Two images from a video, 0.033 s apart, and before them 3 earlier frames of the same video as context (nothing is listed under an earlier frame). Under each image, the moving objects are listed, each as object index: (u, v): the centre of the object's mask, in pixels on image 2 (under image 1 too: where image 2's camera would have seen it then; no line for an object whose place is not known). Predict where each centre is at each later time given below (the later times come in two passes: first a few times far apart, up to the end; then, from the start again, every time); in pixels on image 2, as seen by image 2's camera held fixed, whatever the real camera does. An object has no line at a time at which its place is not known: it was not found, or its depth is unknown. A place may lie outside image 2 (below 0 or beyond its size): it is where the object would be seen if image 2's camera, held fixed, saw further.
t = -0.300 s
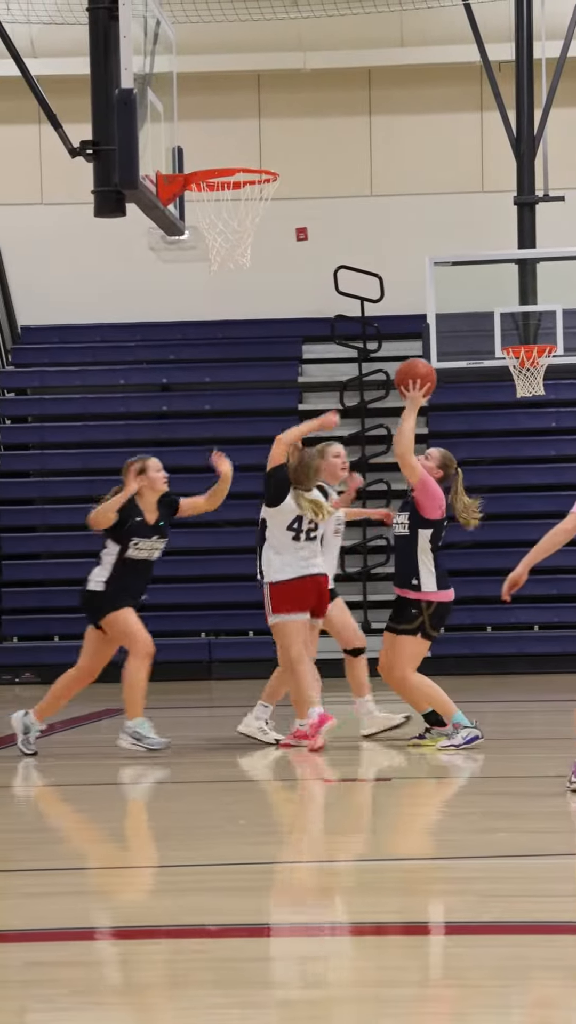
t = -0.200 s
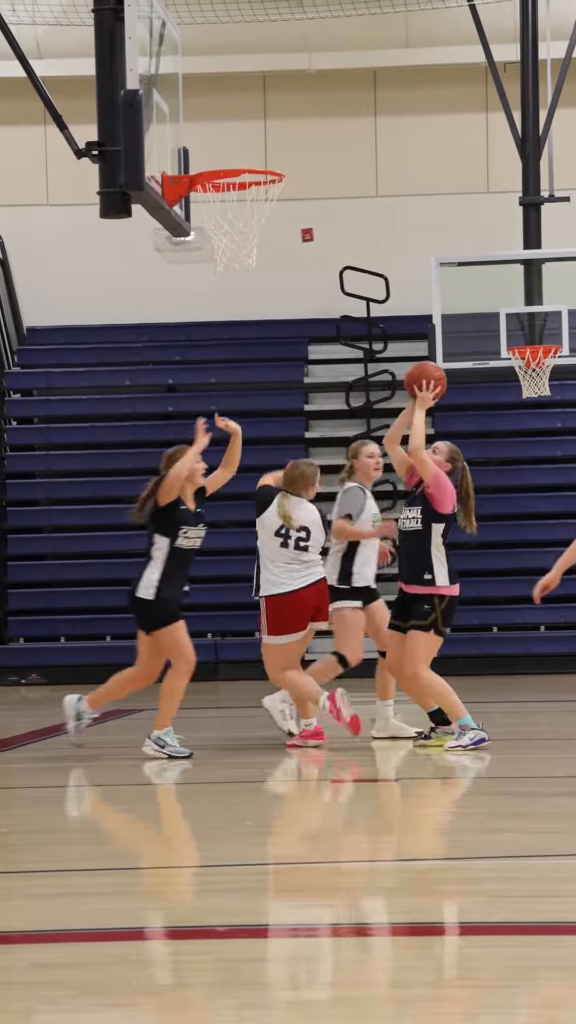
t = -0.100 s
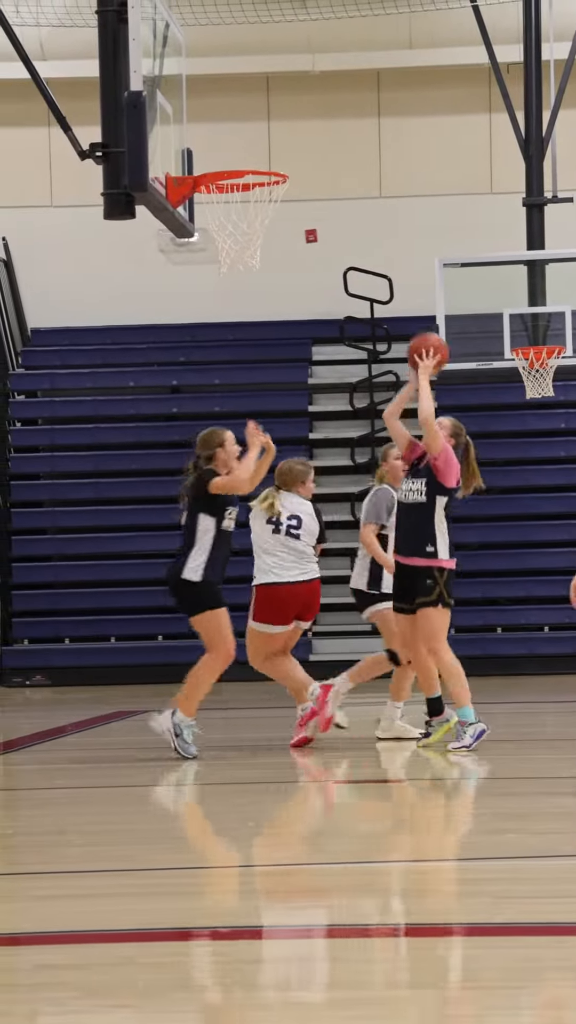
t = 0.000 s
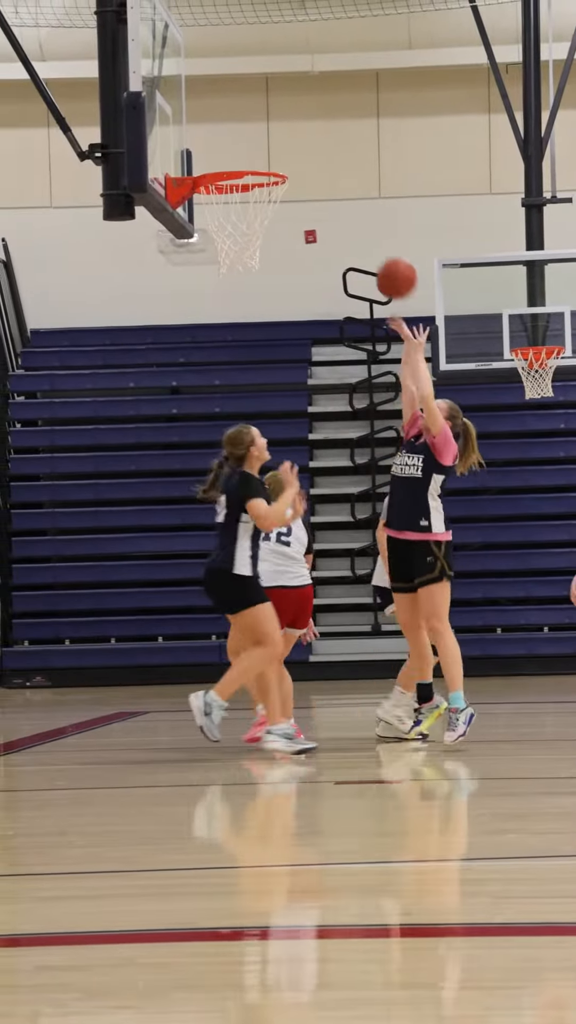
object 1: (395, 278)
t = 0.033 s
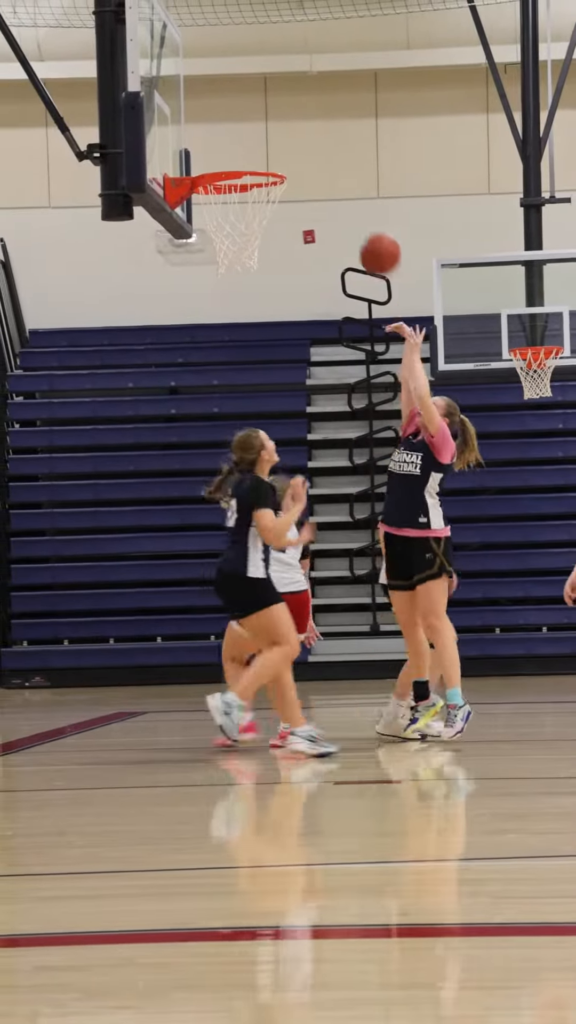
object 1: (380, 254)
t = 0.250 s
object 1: (284, 142)
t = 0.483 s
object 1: (193, 114)
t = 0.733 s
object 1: (261, 151)
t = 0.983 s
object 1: (289, 151)
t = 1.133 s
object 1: (312, 190)
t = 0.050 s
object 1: (373, 243)
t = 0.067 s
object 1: (366, 232)
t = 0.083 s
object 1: (358, 222)
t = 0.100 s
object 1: (351, 212)
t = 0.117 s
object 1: (343, 202)
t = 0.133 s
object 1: (336, 192)
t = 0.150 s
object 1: (328, 184)
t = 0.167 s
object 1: (321, 175)
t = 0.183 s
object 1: (314, 168)
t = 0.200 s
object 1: (306, 161)
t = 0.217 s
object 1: (299, 154)
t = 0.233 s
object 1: (292, 148)
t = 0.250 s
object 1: (284, 142)
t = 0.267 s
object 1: (277, 137)
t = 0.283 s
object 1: (270, 132)
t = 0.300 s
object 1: (262, 128)
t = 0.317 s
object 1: (255, 124)
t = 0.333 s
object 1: (248, 120)
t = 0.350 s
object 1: (240, 118)
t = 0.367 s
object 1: (233, 115)
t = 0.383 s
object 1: (226, 113)
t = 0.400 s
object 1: (218, 112)
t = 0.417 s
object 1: (211, 111)
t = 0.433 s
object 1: (204, 110)
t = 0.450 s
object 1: (196, 111)
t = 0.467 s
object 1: (190, 112)
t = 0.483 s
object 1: (193, 114)
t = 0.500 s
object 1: (199, 115)
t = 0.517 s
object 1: (205, 118)
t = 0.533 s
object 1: (210, 121)
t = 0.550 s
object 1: (215, 125)
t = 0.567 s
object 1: (221, 129)
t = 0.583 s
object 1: (227, 134)
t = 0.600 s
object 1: (233, 139)
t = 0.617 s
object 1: (238, 145)
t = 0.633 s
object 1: (244, 151)
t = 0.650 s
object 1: (249, 155)
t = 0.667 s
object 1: (255, 158)
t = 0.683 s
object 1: (256, 157)
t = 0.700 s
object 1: (258, 154)
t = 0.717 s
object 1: (259, 153)
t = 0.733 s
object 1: (261, 151)
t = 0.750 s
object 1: (262, 149)
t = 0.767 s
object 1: (263, 148)
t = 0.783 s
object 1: (265, 147)
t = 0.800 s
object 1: (266, 146)
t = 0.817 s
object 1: (268, 146)
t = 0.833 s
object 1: (270, 147)
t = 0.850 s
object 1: (271, 147)
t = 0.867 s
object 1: (273, 149)
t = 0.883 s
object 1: (275, 150)
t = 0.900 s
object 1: (277, 149)
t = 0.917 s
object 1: (280, 148)
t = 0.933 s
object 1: (282, 148)
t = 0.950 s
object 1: (284, 149)
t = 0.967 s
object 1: (287, 150)
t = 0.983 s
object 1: (289, 151)
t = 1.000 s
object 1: (292, 153)
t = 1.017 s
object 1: (294, 156)
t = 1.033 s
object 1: (297, 159)
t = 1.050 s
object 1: (300, 163)
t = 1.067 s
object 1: (302, 167)
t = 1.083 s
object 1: (304, 172)
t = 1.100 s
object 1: (307, 178)
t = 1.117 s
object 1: (310, 184)
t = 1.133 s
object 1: (312, 190)
